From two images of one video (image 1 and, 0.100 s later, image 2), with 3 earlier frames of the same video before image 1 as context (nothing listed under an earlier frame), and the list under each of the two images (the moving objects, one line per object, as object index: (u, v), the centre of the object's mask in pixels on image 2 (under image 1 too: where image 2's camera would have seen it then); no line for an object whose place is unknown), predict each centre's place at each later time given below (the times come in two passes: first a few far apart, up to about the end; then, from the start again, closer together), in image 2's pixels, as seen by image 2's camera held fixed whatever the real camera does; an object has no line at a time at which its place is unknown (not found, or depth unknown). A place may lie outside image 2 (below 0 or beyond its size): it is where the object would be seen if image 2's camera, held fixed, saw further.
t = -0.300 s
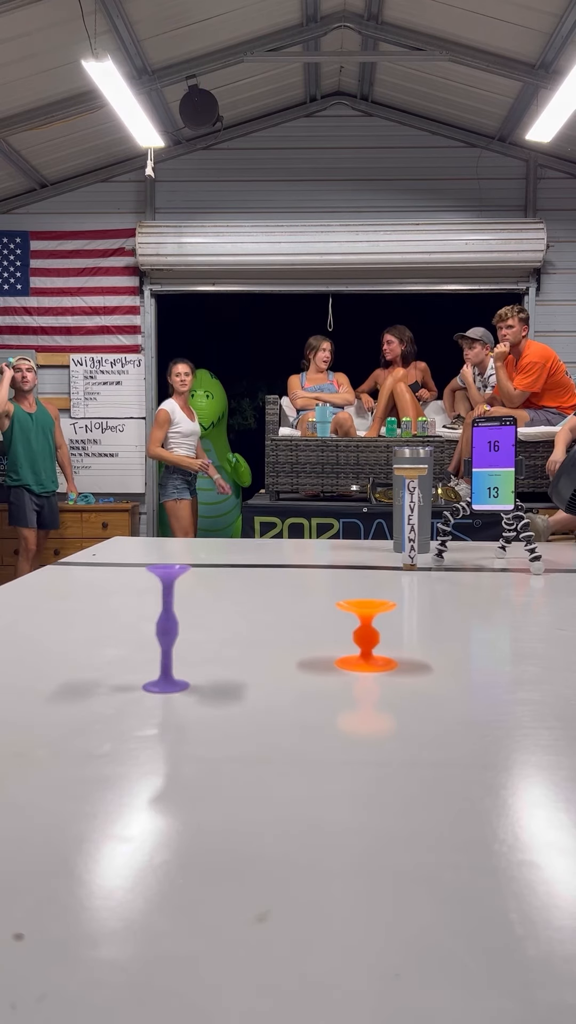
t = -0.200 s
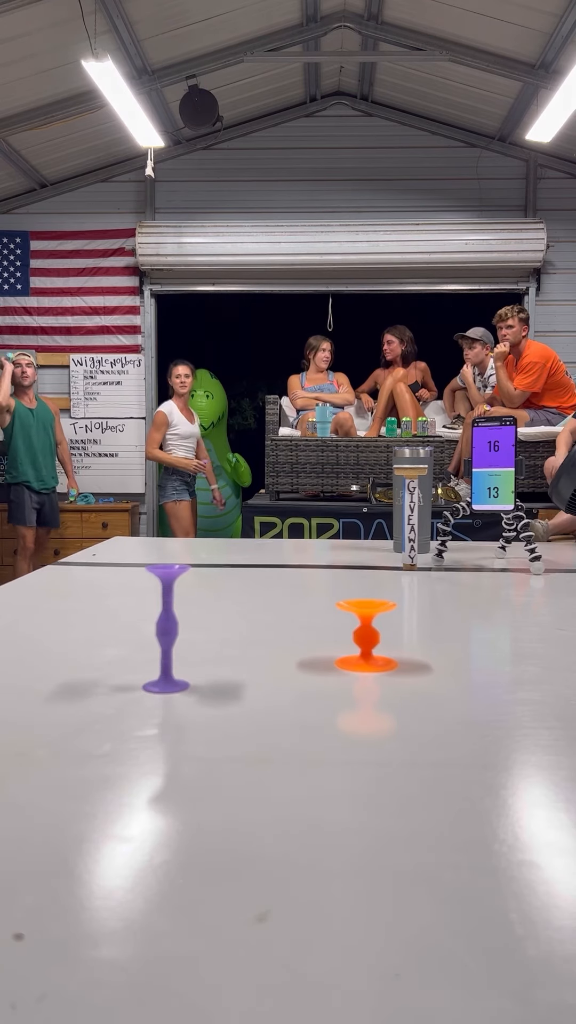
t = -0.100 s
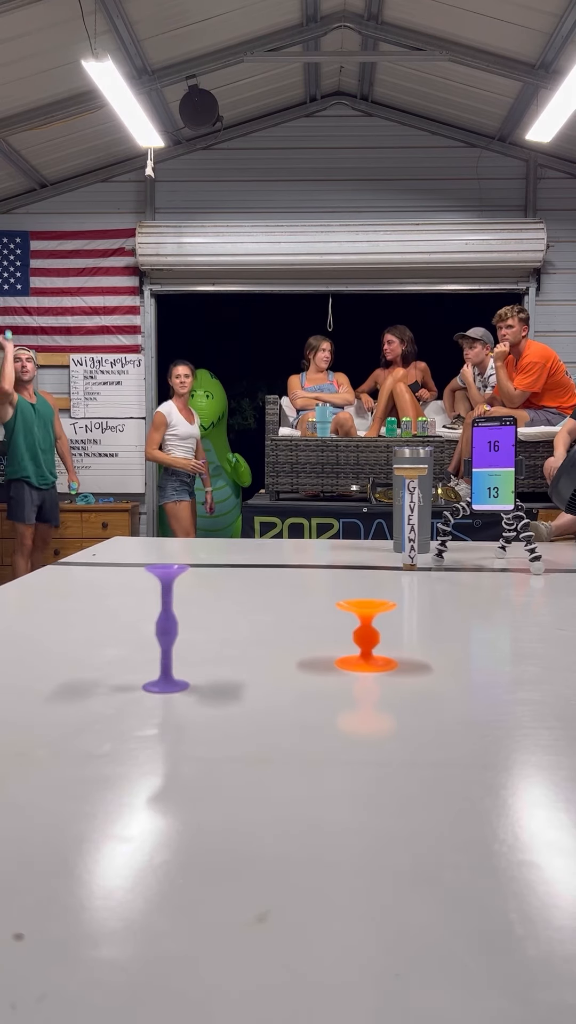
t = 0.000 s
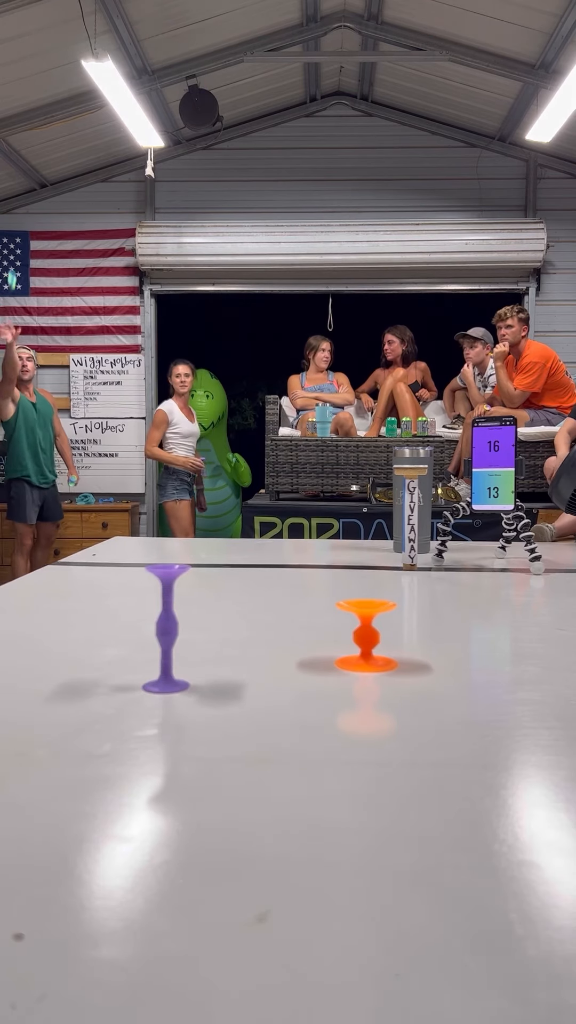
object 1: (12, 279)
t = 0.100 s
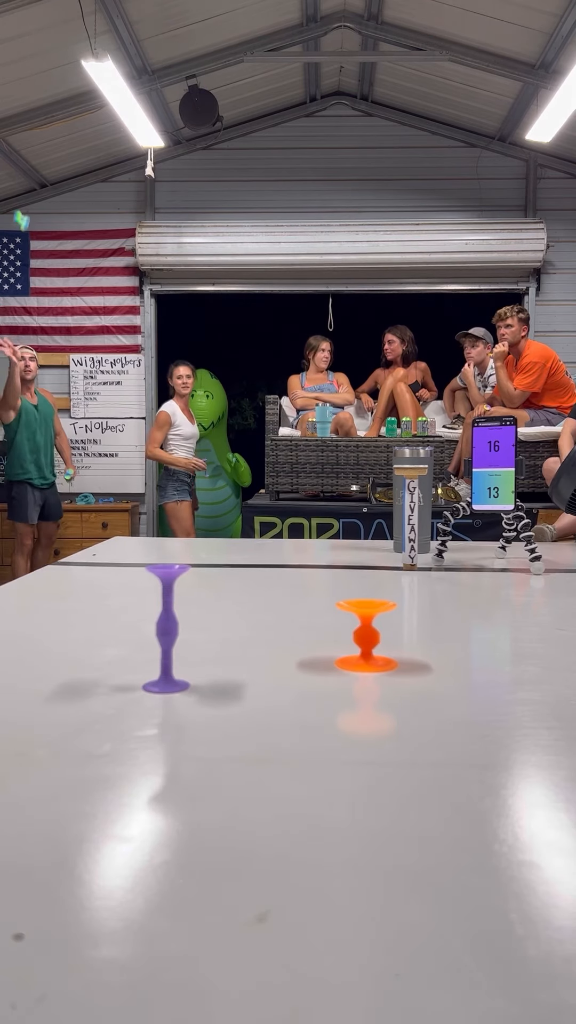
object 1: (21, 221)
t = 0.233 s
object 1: (40, 152)
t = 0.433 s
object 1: (95, 102)
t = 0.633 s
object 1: (223, 225)
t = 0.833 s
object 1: (465, 619)
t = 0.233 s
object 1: (40, 152)
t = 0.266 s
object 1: (46, 139)
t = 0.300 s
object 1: (54, 126)
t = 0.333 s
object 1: (62, 116)
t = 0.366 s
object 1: (72, 108)
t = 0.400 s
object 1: (83, 103)
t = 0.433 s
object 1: (95, 102)
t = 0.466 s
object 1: (108, 108)
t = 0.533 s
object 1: (151, 129)
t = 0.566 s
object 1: (174, 153)
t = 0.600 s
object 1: (195, 184)
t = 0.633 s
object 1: (223, 225)
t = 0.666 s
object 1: (266, 295)
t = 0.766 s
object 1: (423, 606)
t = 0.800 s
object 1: (439, 609)
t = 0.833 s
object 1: (465, 619)
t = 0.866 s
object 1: (455, 598)
